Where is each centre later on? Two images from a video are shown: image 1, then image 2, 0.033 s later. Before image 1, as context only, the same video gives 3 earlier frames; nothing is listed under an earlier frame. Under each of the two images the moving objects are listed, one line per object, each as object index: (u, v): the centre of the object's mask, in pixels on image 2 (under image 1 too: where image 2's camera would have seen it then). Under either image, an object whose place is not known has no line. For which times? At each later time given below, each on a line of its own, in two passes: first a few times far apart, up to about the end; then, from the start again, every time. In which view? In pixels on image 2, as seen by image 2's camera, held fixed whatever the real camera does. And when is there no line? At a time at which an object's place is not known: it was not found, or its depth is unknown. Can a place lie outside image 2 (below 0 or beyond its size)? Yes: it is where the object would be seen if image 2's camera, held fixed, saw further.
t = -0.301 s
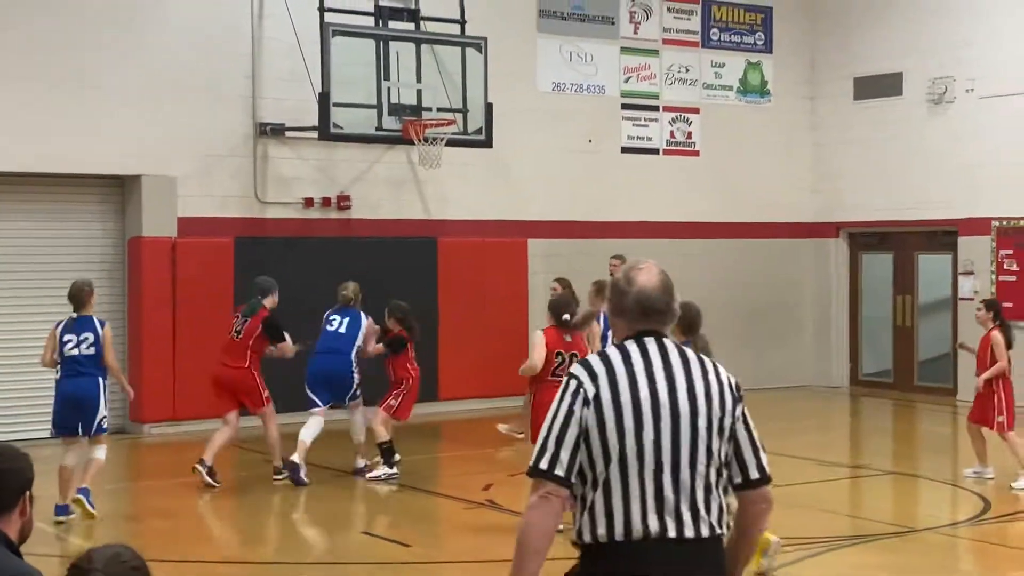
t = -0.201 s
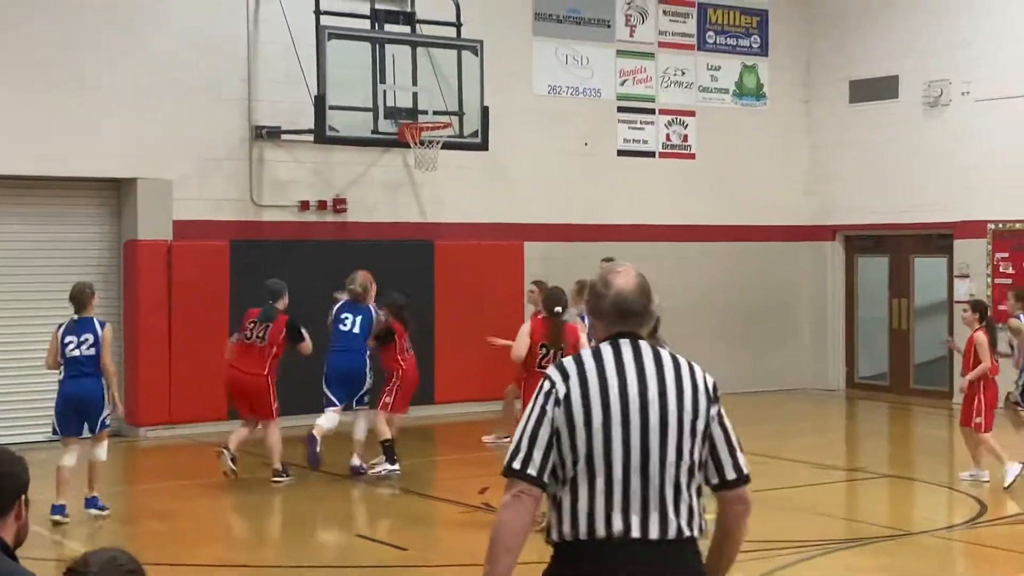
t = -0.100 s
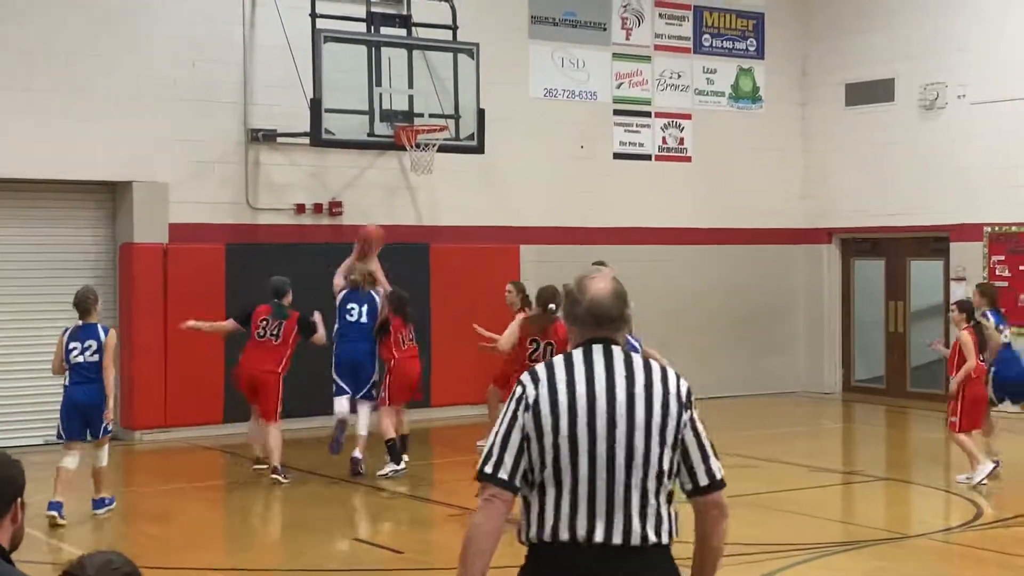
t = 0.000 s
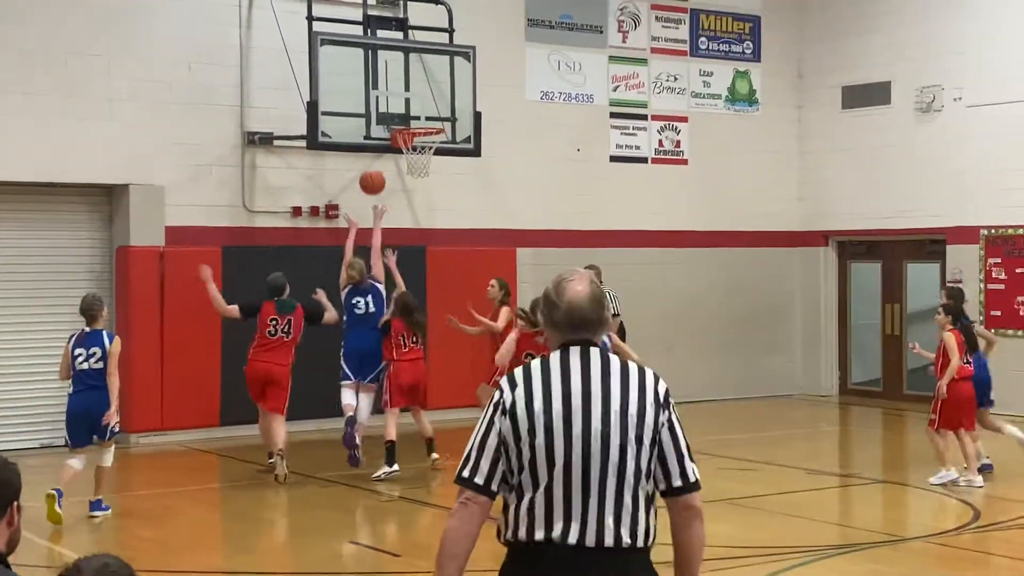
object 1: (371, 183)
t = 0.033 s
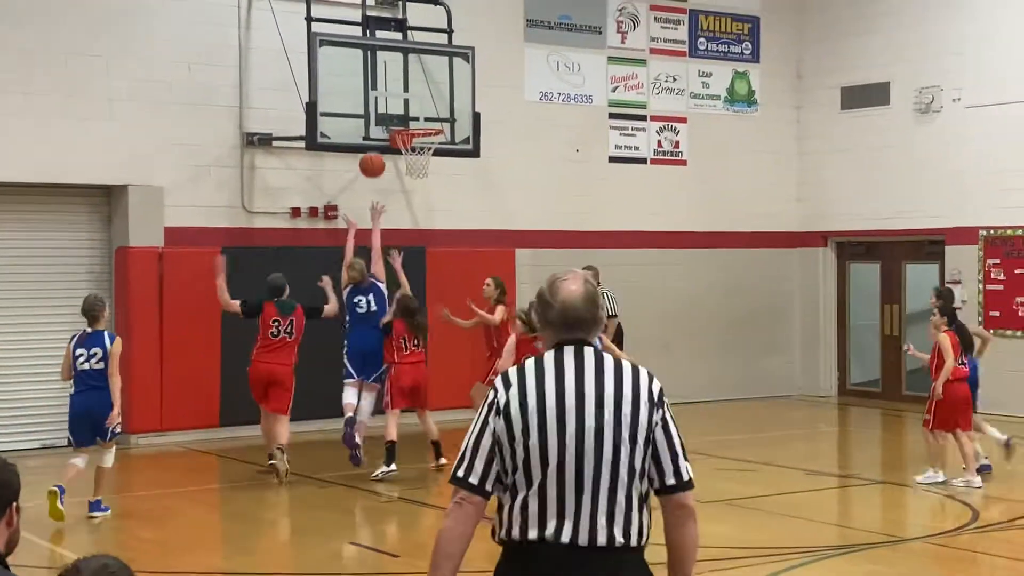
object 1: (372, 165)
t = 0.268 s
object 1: (376, 81)
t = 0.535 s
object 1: (386, 60)
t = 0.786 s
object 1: (434, 106)
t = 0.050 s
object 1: (372, 156)
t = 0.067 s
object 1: (373, 149)
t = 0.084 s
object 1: (373, 141)
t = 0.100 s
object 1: (374, 135)
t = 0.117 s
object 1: (374, 128)
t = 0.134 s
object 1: (375, 120)
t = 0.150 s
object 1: (375, 114)
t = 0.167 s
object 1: (375, 108)
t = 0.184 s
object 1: (376, 103)
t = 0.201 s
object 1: (376, 98)
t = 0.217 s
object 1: (376, 94)
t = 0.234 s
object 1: (376, 89)
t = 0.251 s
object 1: (376, 85)
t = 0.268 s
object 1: (376, 81)
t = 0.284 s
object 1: (377, 77)
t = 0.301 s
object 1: (378, 74)
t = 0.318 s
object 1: (379, 71)
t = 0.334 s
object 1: (379, 69)
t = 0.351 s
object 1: (379, 66)
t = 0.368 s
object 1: (380, 64)
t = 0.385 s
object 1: (380, 62)
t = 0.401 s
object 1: (381, 61)
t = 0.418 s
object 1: (381, 60)
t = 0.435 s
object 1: (381, 59)
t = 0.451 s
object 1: (382, 59)
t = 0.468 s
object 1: (382, 59)
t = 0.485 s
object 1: (382, 59)
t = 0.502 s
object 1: (383, 59)
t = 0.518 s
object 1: (384, 60)
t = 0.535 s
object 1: (386, 60)
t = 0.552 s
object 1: (390, 61)
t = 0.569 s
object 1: (392, 63)
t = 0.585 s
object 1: (396, 64)
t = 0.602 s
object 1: (399, 67)
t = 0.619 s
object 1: (402, 69)
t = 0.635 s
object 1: (406, 71)
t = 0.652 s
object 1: (409, 73)
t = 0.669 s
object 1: (412, 77)
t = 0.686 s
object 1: (415, 80)
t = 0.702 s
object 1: (418, 83)
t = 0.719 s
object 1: (421, 87)
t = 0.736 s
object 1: (424, 91)
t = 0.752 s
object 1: (428, 96)
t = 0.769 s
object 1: (431, 100)
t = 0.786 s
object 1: (434, 106)
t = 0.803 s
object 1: (438, 111)
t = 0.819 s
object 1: (441, 117)
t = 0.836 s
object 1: (443, 123)
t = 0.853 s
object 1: (447, 129)
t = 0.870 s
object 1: (450, 134)
